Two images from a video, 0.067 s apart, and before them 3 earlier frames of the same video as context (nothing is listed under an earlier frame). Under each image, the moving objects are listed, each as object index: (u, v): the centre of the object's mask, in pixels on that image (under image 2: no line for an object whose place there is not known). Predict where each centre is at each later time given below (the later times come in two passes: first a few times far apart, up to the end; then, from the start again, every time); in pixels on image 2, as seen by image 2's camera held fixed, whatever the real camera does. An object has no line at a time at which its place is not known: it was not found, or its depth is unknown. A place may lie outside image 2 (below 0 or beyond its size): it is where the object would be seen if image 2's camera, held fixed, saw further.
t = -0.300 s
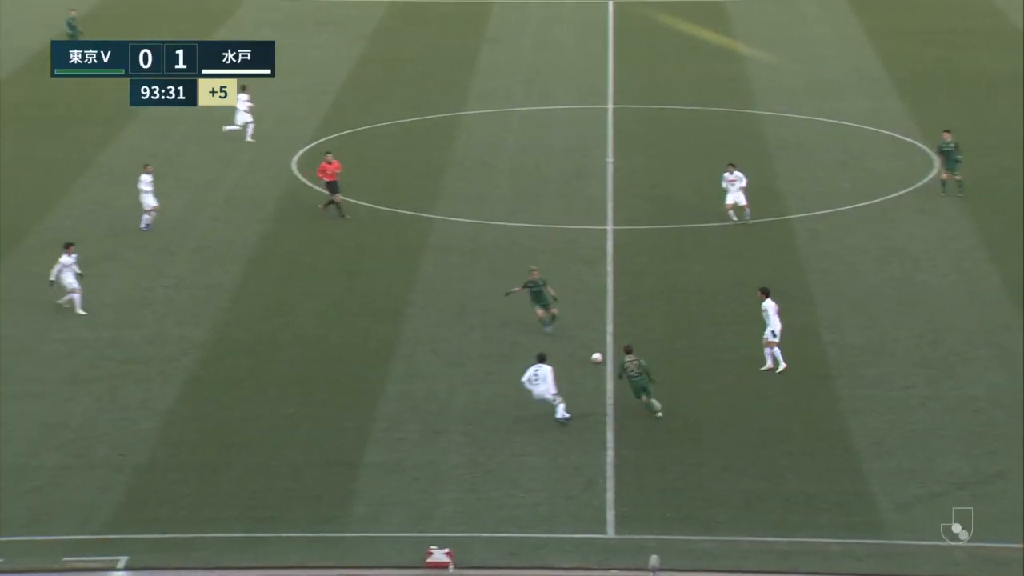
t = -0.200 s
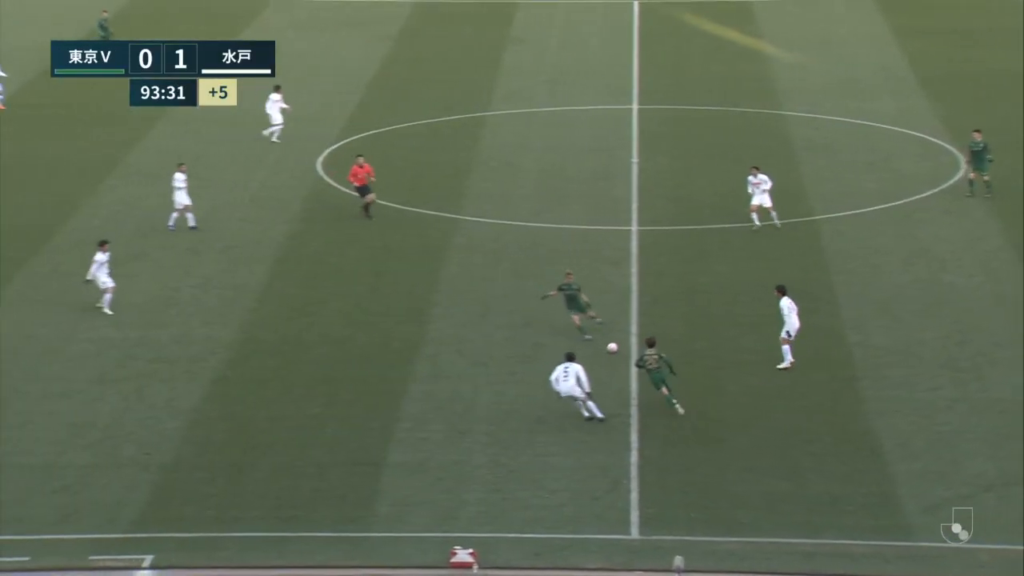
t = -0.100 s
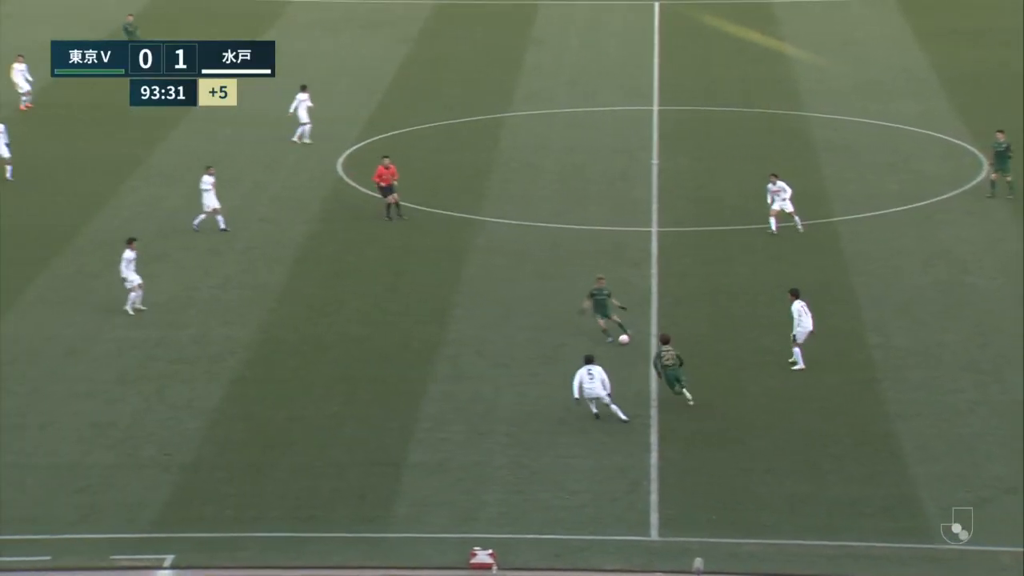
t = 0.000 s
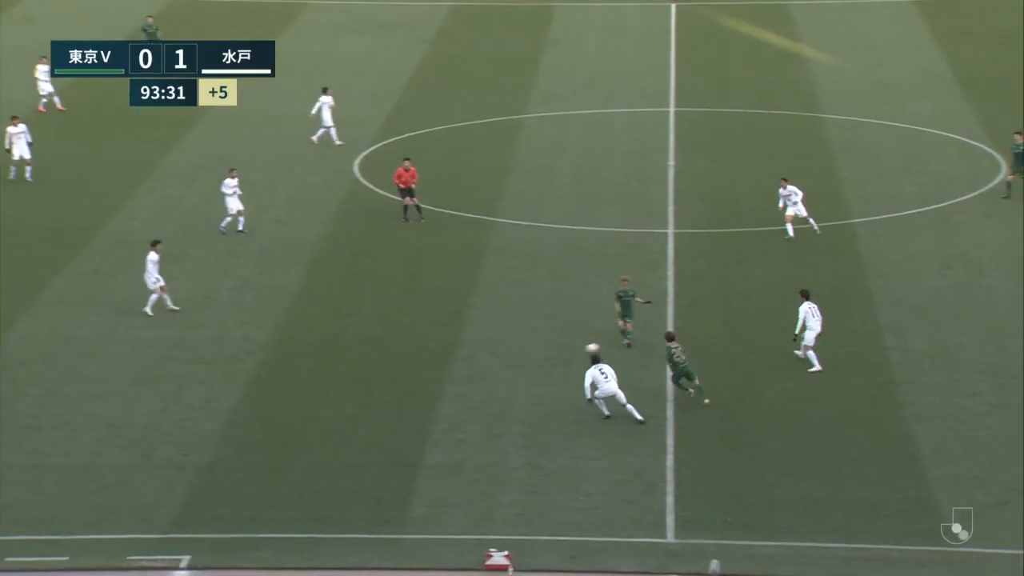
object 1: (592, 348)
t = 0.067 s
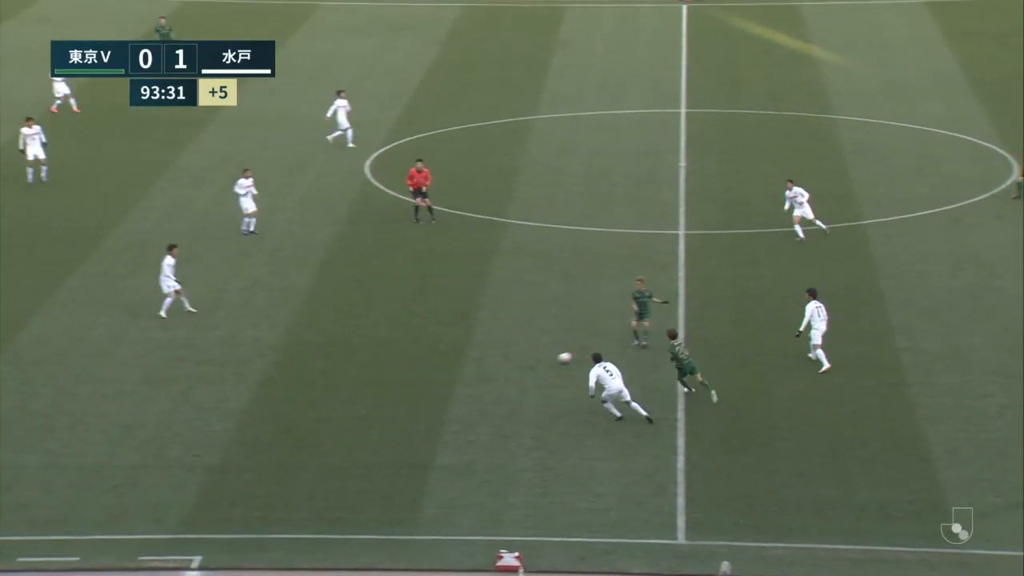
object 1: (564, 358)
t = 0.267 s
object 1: (456, 375)
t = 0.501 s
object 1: (338, 397)
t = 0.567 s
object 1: (308, 398)
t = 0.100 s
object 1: (546, 360)
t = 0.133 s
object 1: (528, 363)
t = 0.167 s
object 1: (509, 367)
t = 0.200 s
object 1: (491, 371)
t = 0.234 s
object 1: (473, 374)
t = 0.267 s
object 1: (456, 375)
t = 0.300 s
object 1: (439, 377)
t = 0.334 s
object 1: (422, 379)
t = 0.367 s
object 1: (405, 382)
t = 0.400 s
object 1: (388, 385)
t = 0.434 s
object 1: (371, 389)
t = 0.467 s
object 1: (354, 394)
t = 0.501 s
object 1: (338, 397)
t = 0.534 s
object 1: (323, 397)
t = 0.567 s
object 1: (308, 398)
